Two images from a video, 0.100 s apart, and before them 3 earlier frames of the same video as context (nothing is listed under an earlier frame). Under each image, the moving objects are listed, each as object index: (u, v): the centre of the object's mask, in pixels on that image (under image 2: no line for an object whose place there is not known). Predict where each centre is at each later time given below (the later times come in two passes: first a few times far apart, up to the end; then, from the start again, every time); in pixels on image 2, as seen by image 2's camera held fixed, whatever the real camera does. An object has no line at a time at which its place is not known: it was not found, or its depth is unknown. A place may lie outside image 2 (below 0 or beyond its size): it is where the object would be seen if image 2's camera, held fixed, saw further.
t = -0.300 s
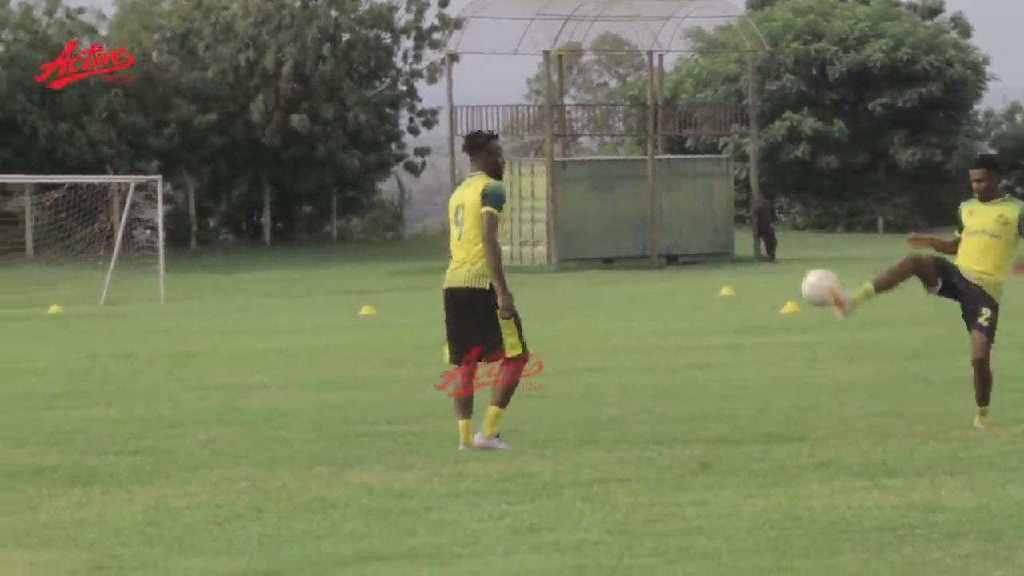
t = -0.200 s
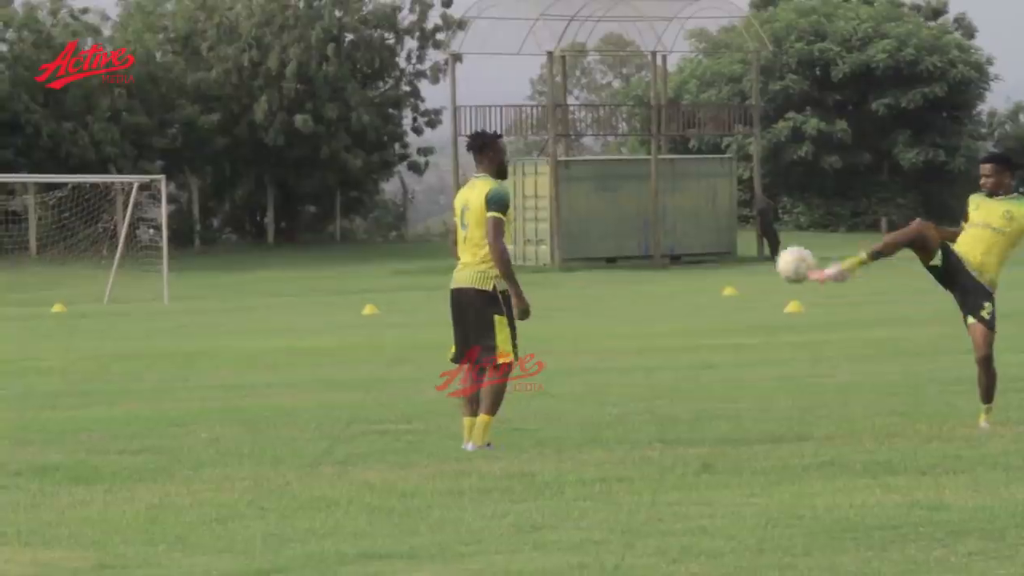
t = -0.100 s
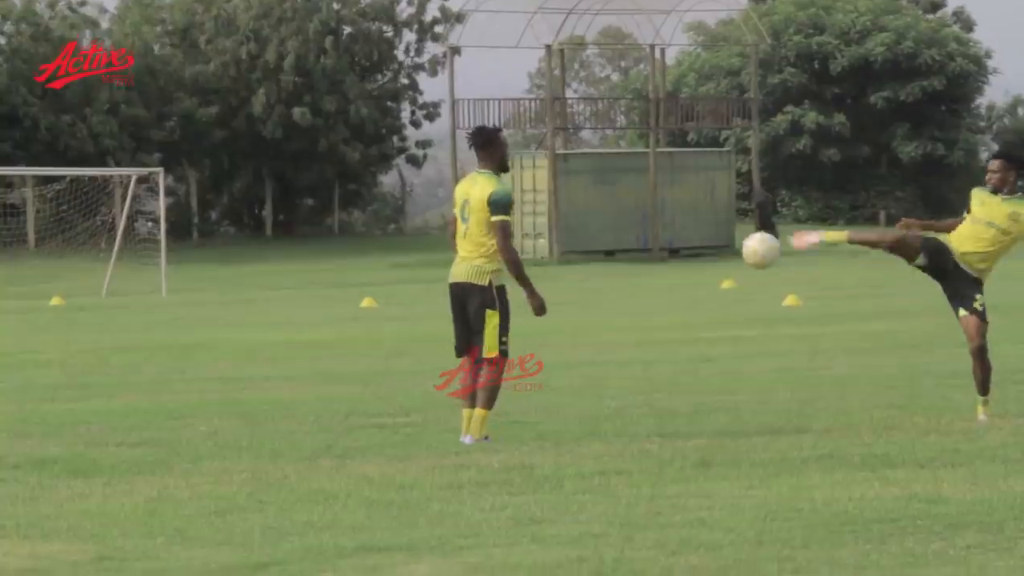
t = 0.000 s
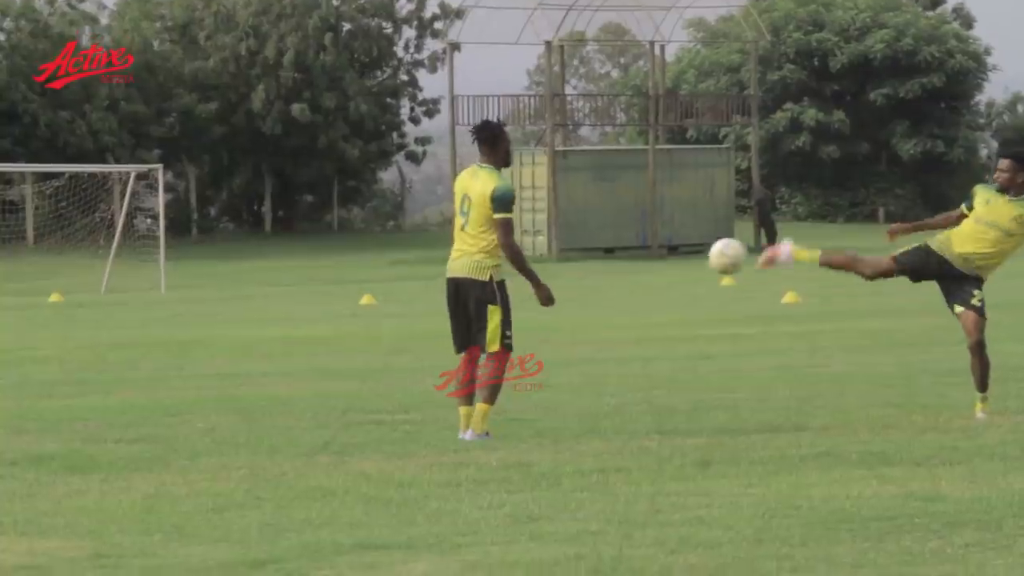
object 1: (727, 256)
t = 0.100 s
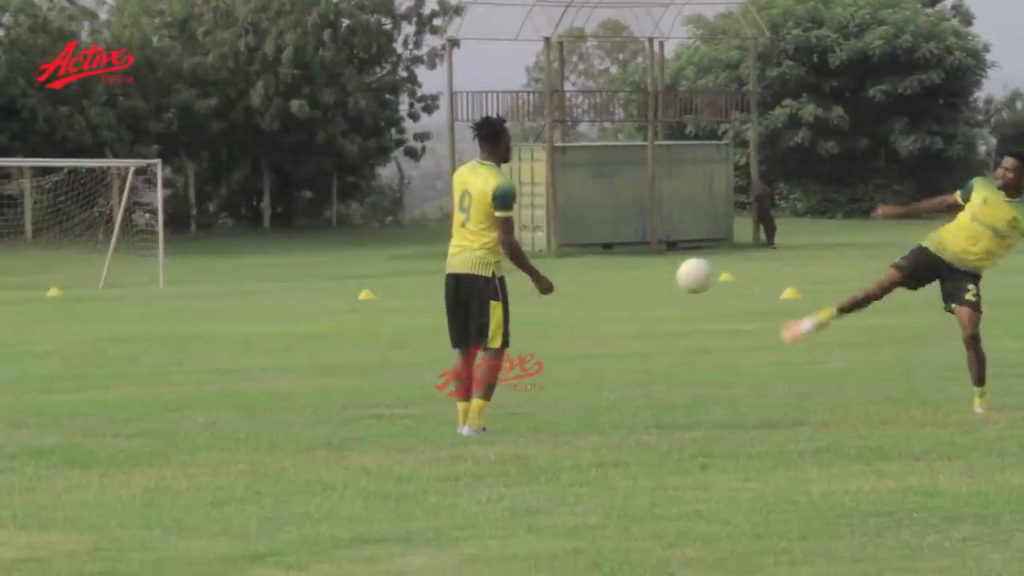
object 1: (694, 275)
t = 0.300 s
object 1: (634, 370)
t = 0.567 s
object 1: (578, 349)
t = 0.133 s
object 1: (685, 287)
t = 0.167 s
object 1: (674, 300)
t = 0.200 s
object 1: (663, 314)
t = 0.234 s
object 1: (653, 330)
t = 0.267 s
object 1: (643, 349)
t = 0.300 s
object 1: (634, 370)
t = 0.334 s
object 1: (624, 386)
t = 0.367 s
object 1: (617, 386)
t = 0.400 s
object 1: (609, 376)
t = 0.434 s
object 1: (603, 368)
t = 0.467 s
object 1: (597, 361)
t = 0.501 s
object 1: (591, 355)
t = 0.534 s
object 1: (585, 351)
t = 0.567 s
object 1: (578, 349)
